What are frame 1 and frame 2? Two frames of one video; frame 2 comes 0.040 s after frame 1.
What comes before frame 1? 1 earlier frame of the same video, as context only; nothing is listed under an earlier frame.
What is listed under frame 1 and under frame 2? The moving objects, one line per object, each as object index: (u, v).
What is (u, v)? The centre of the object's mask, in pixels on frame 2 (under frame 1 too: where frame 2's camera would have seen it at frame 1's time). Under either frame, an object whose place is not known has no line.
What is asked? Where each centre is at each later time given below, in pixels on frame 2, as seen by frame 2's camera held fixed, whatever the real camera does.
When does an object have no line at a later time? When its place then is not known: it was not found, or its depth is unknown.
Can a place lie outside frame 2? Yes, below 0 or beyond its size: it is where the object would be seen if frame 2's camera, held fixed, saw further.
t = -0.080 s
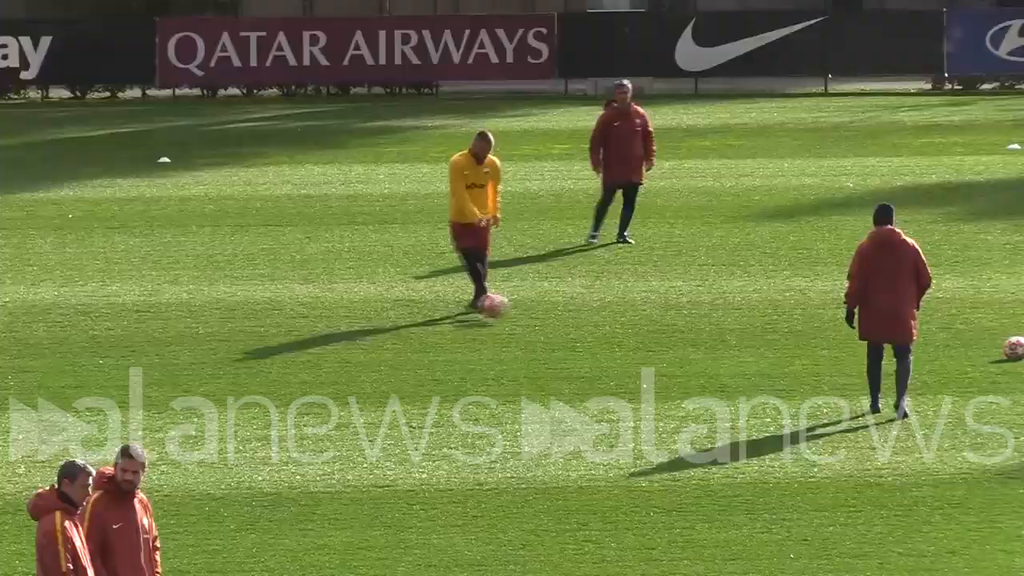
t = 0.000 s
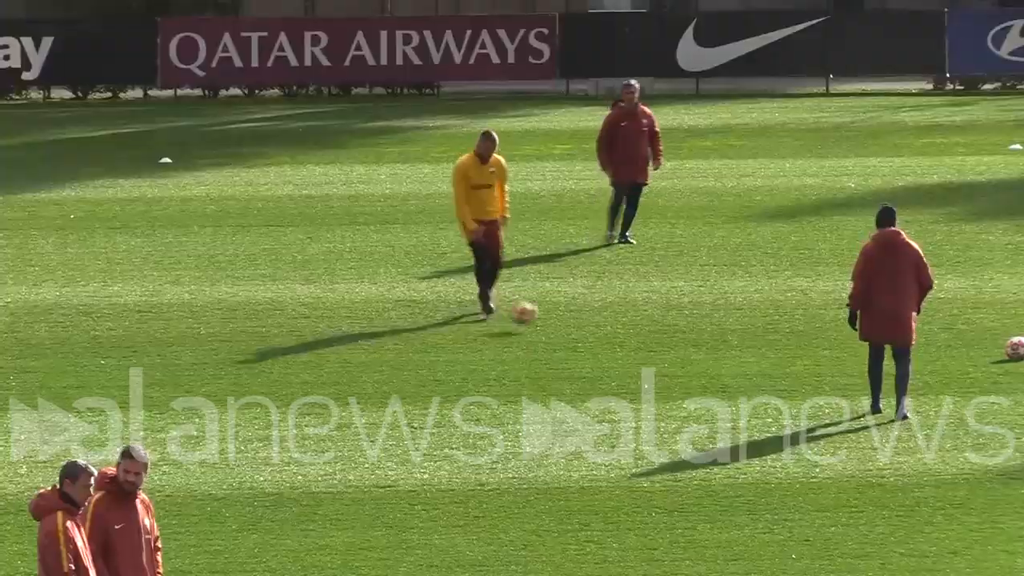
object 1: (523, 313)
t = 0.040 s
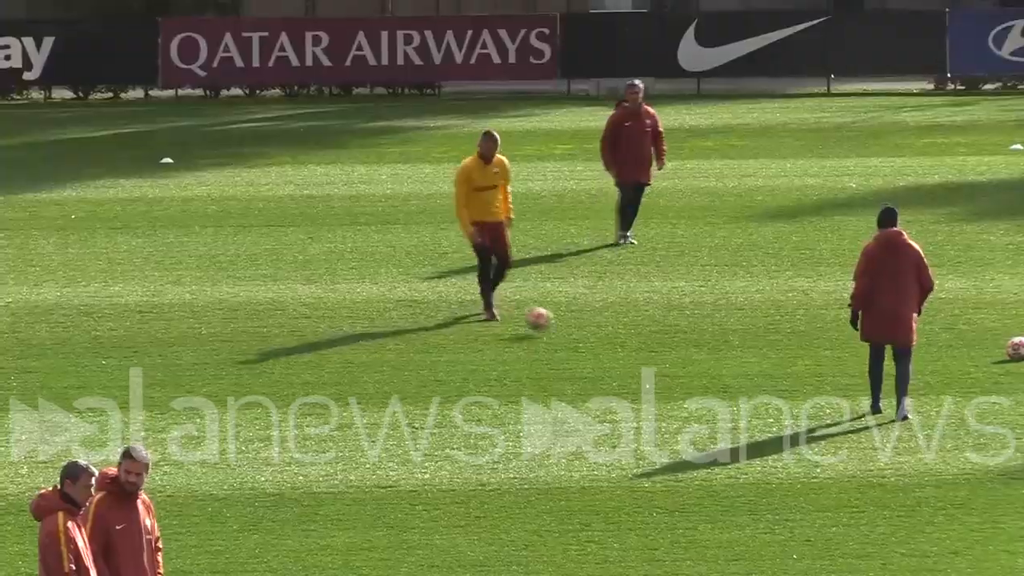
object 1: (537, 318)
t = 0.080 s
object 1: (551, 325)
